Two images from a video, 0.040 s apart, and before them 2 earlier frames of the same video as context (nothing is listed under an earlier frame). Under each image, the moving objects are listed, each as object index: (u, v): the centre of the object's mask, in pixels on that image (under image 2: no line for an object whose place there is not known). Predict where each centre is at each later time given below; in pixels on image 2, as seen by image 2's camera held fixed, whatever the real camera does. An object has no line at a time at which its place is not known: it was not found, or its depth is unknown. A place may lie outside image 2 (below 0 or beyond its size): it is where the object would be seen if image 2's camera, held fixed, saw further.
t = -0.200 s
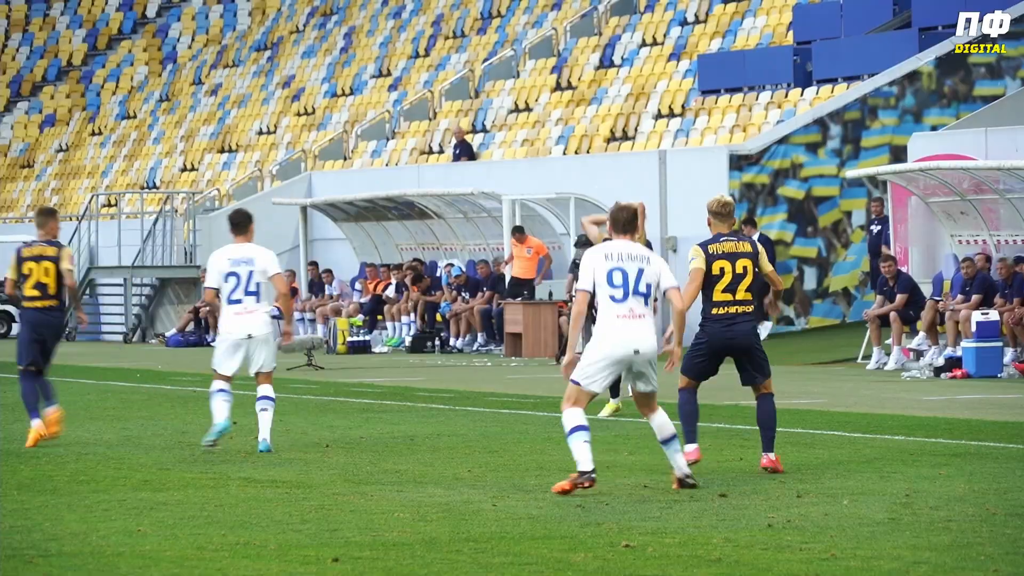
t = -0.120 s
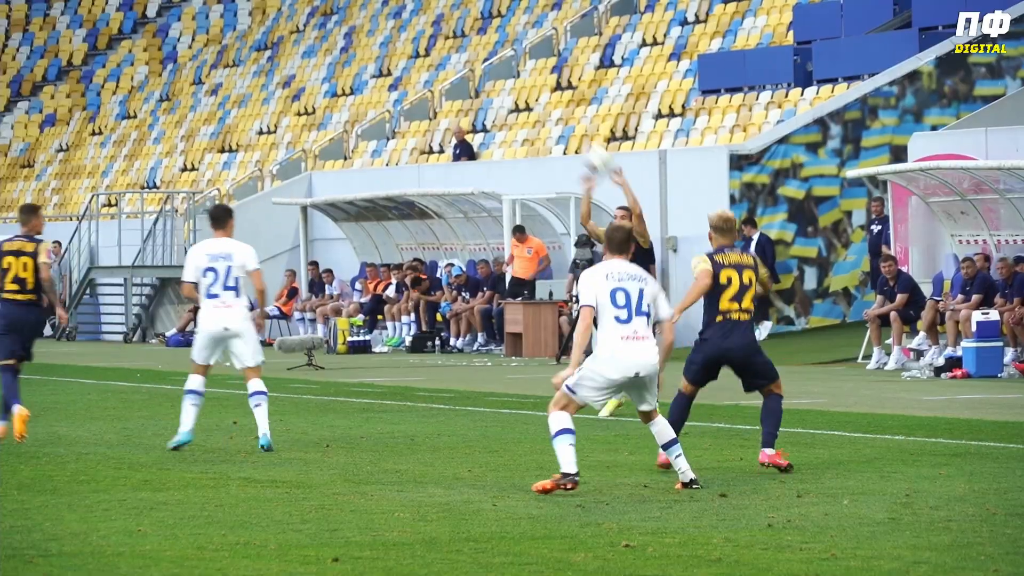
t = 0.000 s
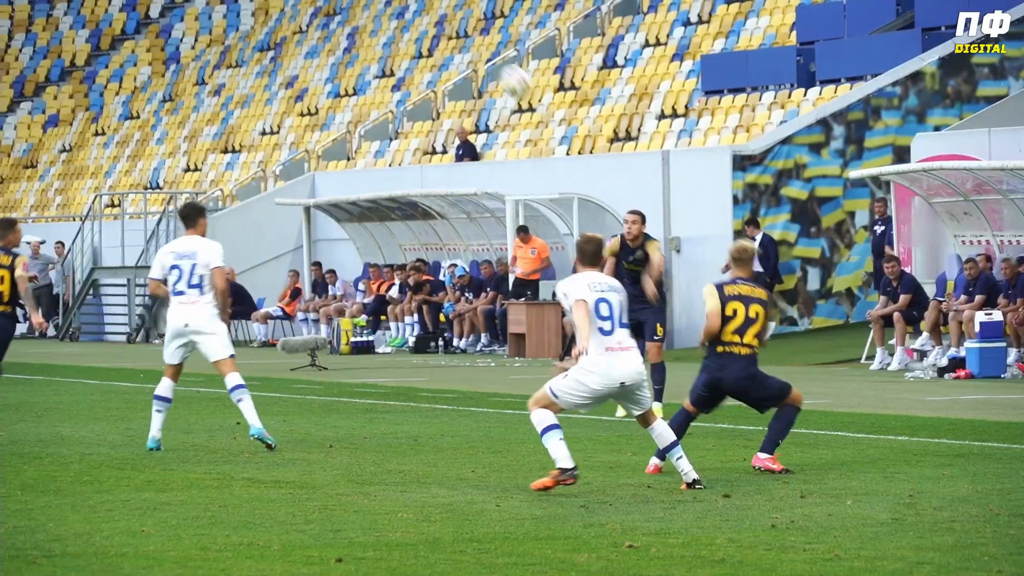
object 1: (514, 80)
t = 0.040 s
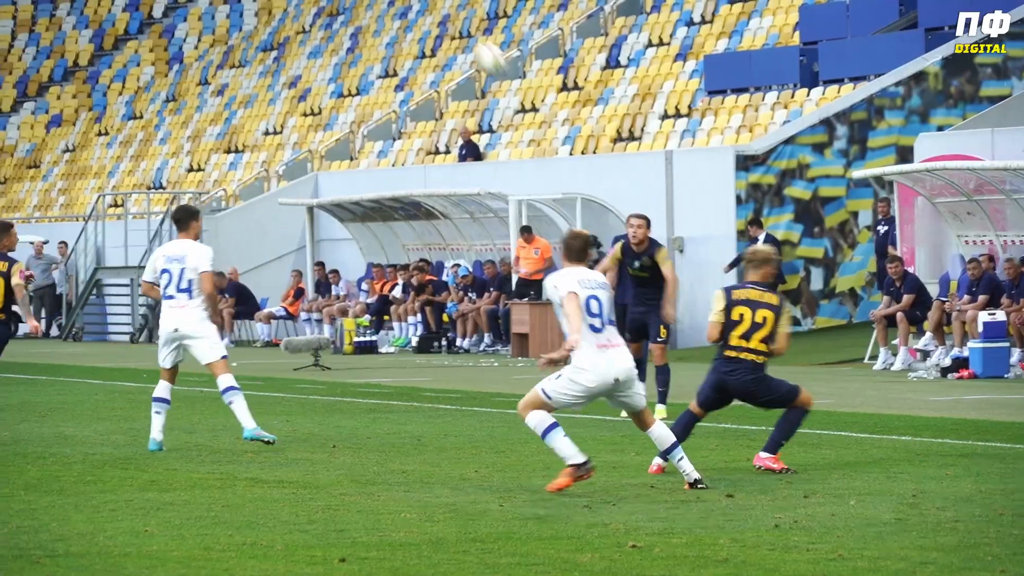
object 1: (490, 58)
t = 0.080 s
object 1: (461, 37)
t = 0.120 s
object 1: (431, 16)
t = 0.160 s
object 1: (403, 5)
